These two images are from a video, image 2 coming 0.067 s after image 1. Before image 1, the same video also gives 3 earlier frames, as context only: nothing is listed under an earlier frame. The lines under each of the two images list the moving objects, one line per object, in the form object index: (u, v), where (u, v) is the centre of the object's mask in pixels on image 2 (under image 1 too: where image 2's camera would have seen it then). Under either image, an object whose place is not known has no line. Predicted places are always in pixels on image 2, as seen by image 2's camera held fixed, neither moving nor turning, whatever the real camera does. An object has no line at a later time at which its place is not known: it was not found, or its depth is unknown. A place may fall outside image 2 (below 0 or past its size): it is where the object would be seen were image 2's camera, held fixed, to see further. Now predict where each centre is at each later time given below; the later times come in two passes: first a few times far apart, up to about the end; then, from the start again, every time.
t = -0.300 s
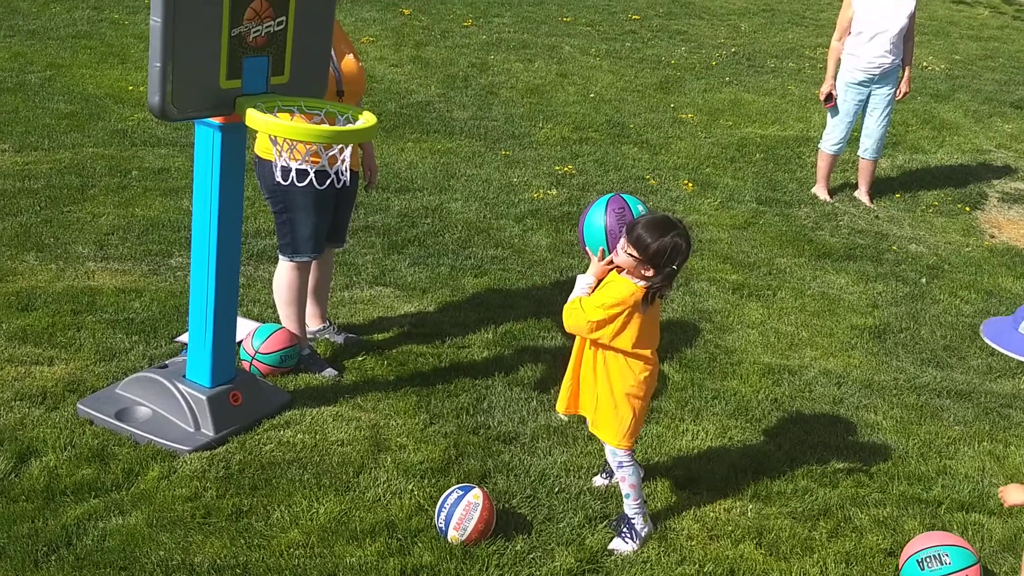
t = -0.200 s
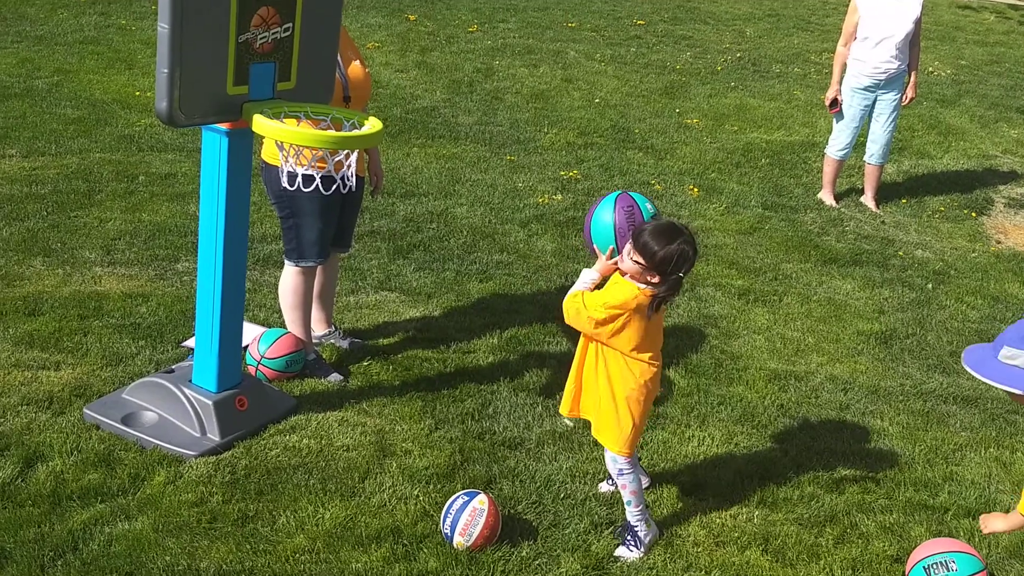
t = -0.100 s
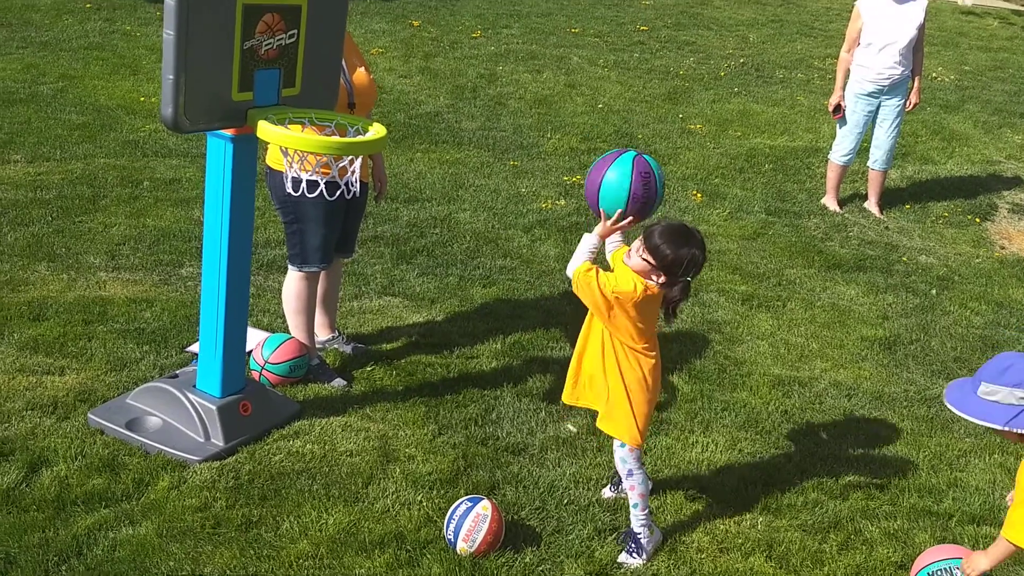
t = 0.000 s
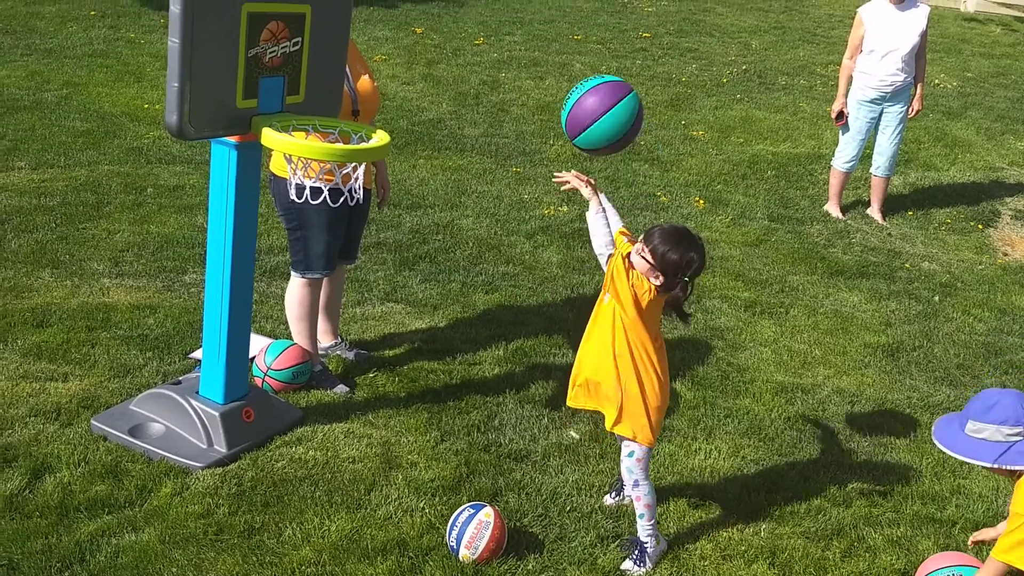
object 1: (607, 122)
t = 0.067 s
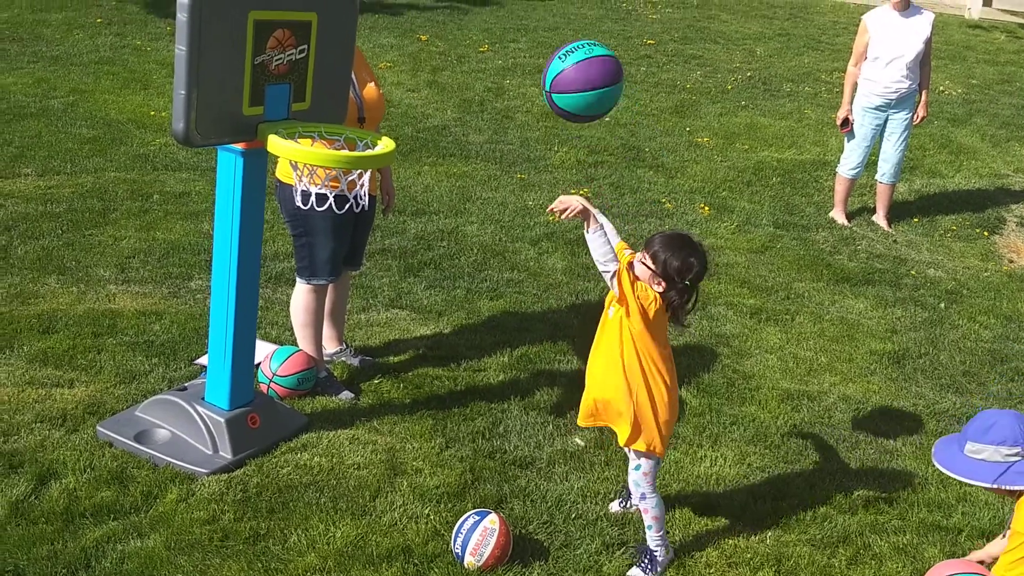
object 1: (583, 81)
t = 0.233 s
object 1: (514, 45)
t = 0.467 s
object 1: (411, 157)
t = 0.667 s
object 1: (444, 376)
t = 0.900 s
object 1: (409, 446)
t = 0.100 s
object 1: (570, 66)
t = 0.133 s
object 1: (556, 55)
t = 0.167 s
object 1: (543, 48)
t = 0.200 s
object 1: (529, 44)
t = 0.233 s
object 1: (514, 45)
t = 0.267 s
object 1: (499, 49)
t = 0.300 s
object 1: (485, 58)
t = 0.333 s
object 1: (470, 70)
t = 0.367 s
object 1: (455, 86)
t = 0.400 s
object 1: (440, 106)
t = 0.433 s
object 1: (425, 130)
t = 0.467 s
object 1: (411, 157)
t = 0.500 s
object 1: (417, 184)
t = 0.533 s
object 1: (423, 216)
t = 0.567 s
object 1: (428, 251)
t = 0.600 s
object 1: (434, 289)
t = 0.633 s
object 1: (439, 331)
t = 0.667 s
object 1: (444, 376)
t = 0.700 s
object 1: (448, 425)
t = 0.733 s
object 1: (453, 477)
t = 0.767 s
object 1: (447, 491)
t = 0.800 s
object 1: (437, 485)
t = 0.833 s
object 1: (426, 474)
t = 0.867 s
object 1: (418, 459)
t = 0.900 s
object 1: (409, 446)
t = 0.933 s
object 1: (400, 434)
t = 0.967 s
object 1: (392, 426)
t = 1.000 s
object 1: (384, 418)
